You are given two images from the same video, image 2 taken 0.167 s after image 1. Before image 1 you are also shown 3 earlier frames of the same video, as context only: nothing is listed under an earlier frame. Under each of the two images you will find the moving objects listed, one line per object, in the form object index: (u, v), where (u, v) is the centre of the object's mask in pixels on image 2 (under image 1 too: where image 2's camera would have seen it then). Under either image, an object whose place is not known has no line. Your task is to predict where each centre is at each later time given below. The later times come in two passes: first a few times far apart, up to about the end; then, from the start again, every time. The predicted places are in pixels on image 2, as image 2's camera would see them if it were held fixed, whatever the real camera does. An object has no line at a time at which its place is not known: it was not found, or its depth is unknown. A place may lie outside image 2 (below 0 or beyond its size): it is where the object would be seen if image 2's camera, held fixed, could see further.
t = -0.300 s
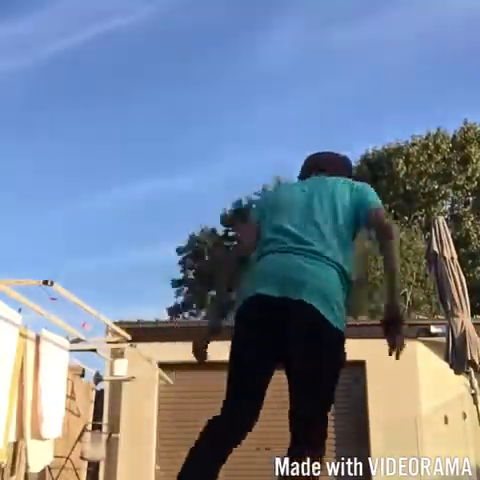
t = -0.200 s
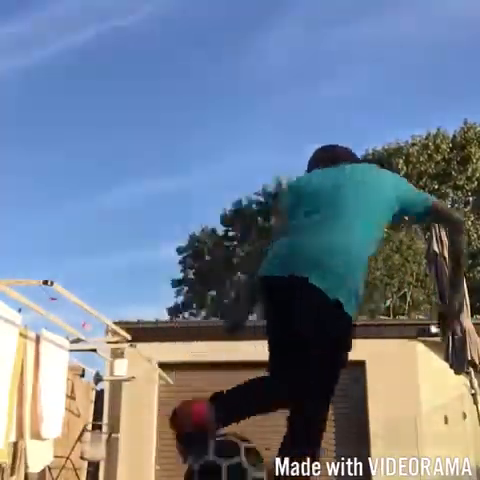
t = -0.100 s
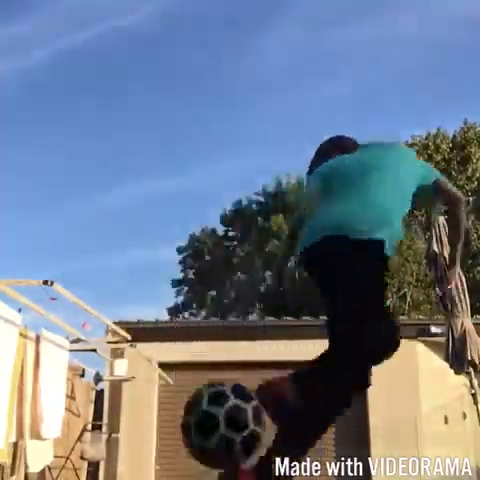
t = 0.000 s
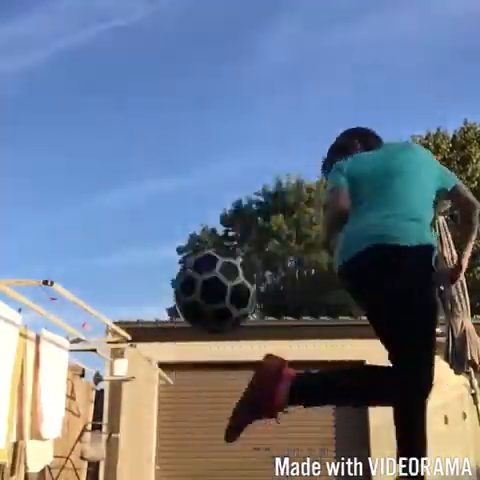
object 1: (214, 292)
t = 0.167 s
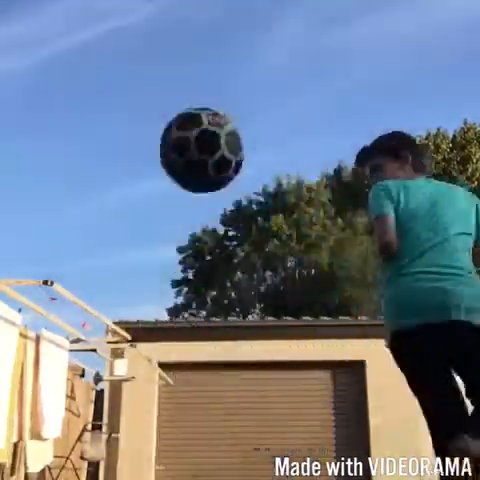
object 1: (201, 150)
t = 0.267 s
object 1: (193, 110)
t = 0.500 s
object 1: (165, 156)
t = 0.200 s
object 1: (198, 133)
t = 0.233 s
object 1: (196, 120)
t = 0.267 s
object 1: (193, 110)
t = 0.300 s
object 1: (189, 104)
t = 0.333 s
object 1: (186, 102)
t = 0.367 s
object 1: (182, 105)
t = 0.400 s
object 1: (179, 110)
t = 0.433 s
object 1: (175, 121)
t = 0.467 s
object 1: (170, 136)
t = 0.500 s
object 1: (165, 156)
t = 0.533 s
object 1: (160, 182)
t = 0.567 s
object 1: (154, 214)
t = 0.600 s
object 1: (148, 253)
